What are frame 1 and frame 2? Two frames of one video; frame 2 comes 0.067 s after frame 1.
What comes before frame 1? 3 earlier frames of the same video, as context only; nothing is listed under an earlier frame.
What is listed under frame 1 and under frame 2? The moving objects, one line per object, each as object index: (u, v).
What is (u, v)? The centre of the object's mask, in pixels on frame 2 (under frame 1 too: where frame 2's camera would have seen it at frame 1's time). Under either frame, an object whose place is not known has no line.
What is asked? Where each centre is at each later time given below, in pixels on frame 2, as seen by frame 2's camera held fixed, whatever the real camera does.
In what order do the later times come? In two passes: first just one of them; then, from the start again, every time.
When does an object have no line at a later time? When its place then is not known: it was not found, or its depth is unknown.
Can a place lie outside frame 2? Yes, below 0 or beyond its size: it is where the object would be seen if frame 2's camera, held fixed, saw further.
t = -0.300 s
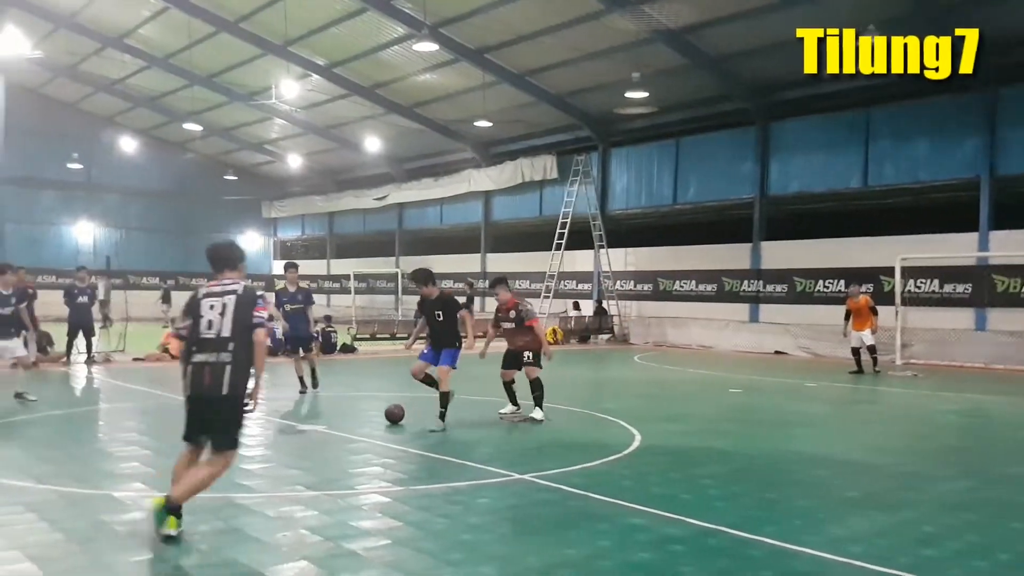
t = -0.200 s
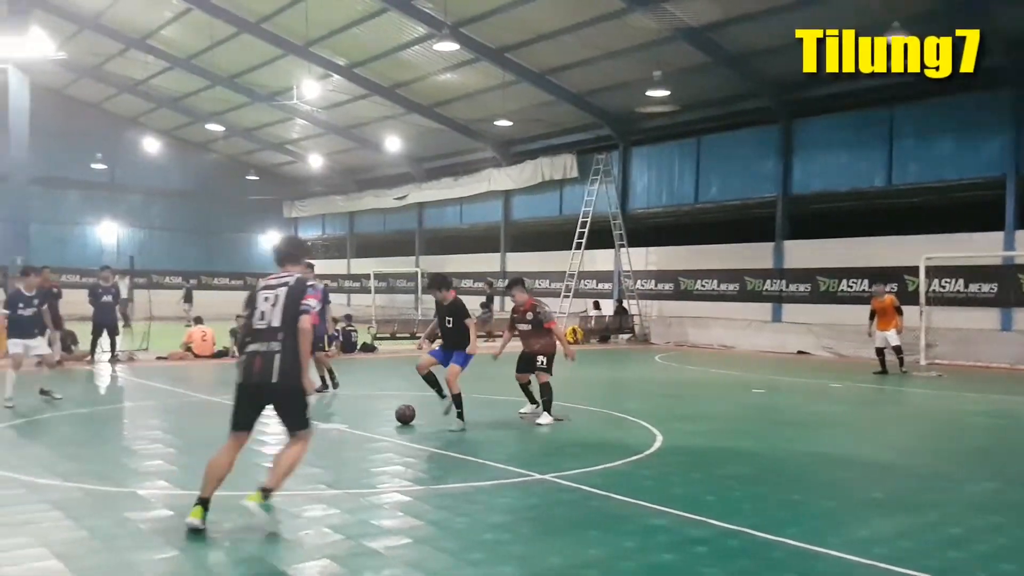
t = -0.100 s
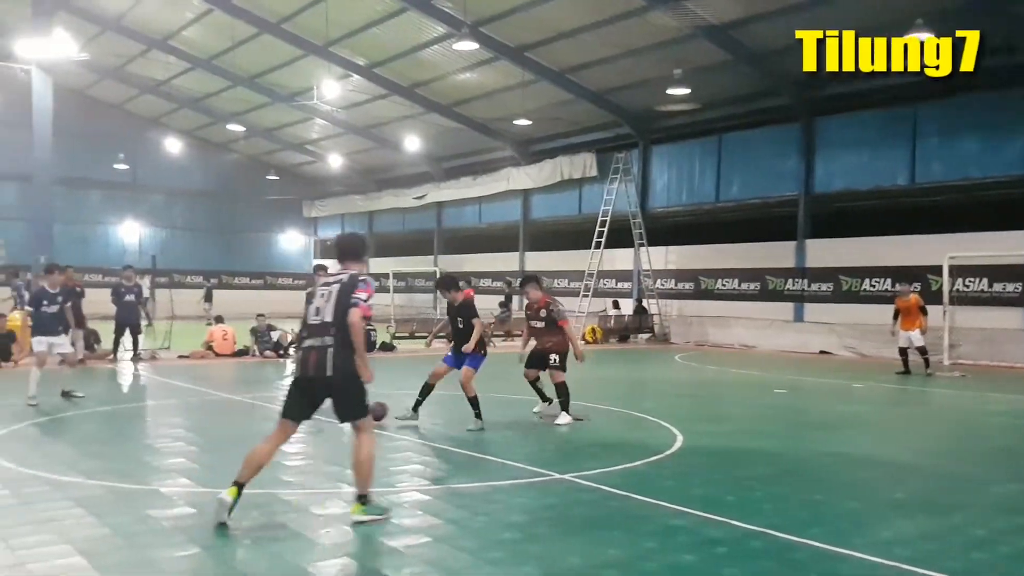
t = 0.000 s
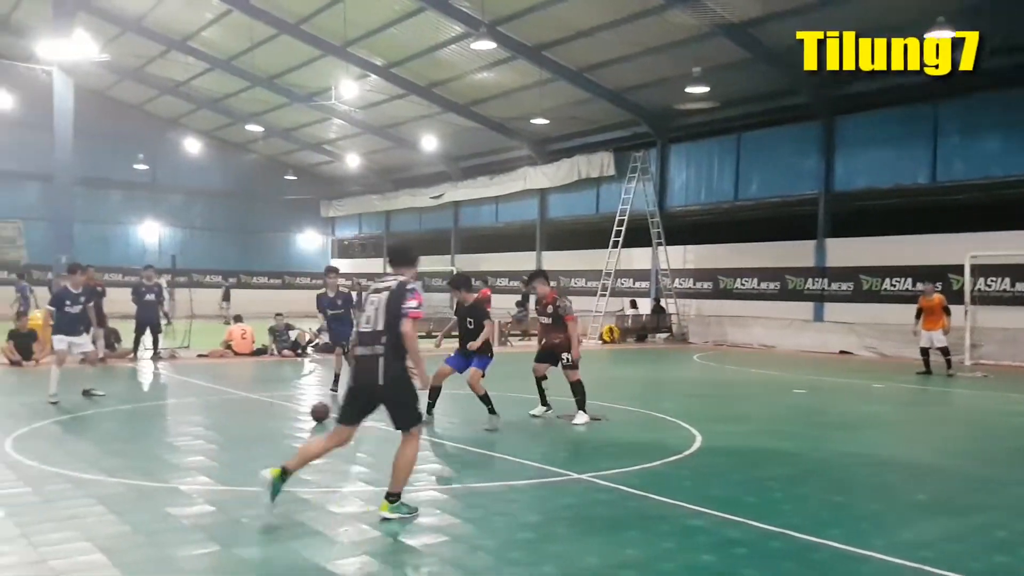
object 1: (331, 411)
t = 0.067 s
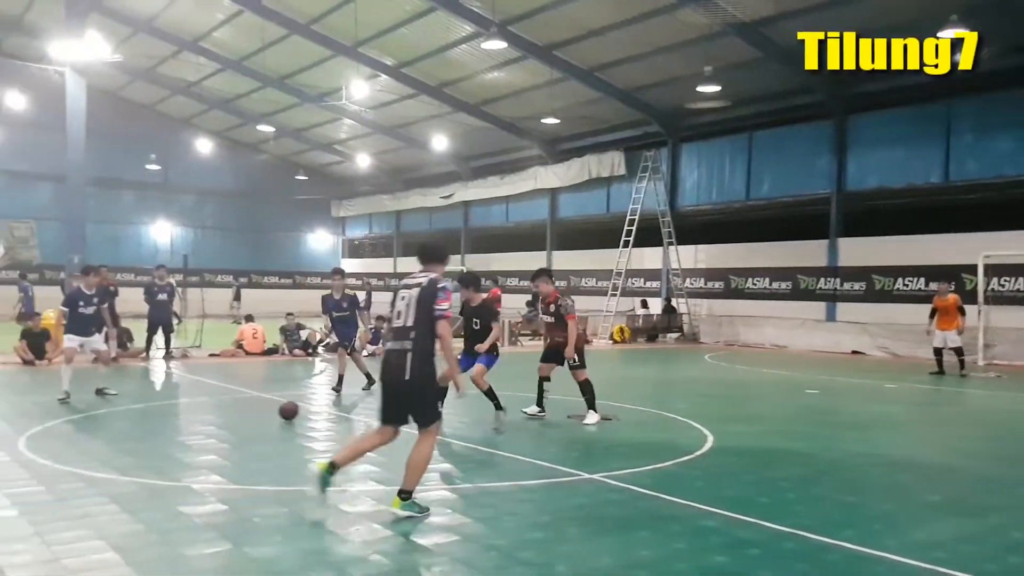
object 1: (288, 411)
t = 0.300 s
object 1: (164, 410)
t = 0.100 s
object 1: (268, 411)
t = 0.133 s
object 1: (249, 410)
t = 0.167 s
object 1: (230, 410)
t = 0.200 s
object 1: (212, 410)
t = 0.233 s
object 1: (196, 409)
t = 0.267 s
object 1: (179, 409)
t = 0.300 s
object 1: (164, 410)
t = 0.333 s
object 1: (149, 409)
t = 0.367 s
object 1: (135, 408)
